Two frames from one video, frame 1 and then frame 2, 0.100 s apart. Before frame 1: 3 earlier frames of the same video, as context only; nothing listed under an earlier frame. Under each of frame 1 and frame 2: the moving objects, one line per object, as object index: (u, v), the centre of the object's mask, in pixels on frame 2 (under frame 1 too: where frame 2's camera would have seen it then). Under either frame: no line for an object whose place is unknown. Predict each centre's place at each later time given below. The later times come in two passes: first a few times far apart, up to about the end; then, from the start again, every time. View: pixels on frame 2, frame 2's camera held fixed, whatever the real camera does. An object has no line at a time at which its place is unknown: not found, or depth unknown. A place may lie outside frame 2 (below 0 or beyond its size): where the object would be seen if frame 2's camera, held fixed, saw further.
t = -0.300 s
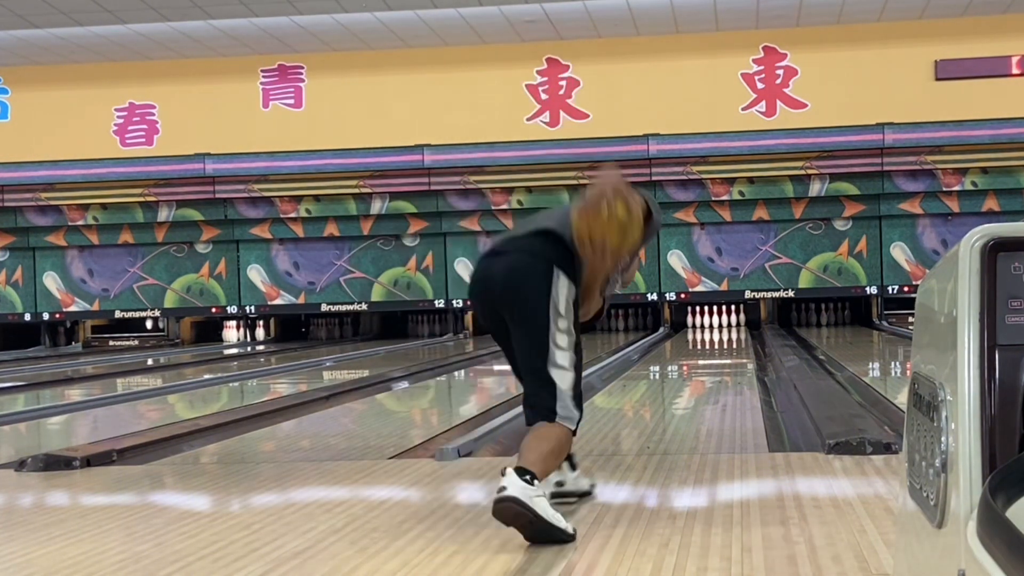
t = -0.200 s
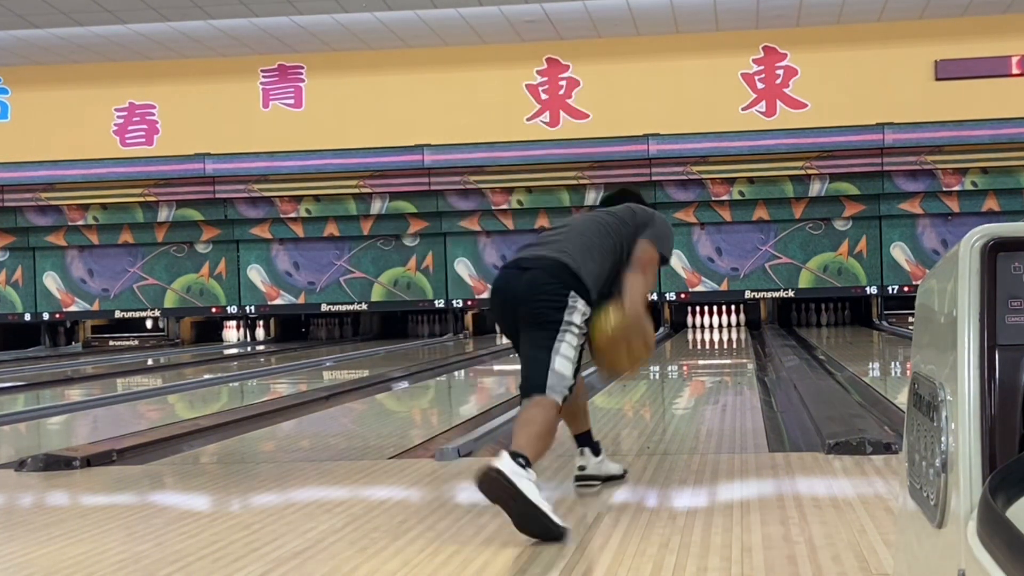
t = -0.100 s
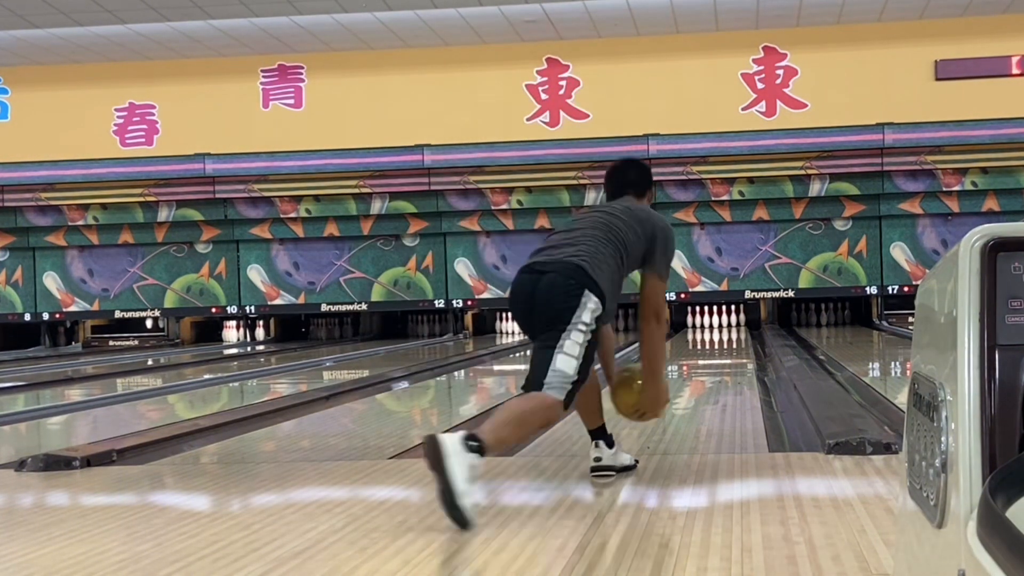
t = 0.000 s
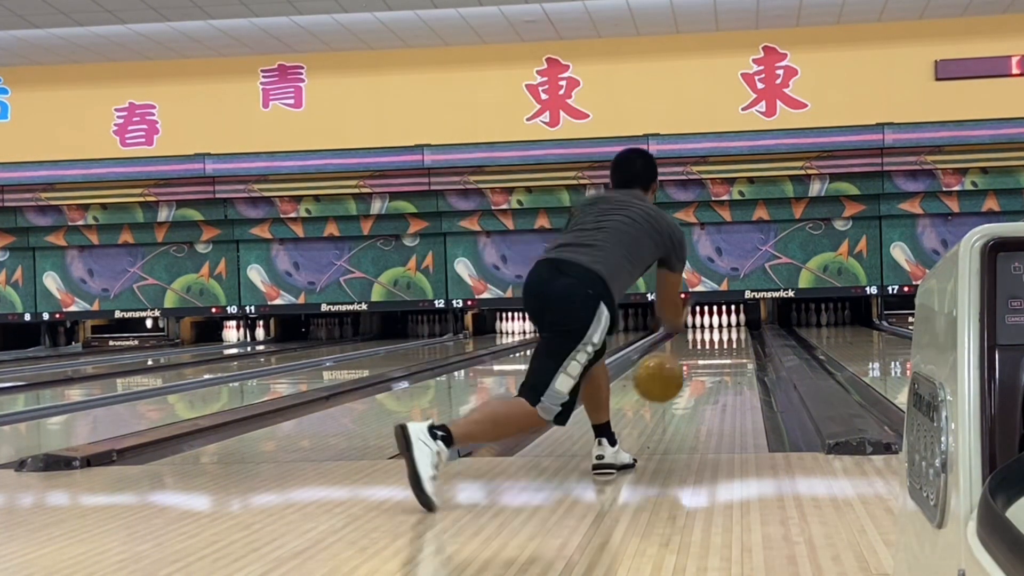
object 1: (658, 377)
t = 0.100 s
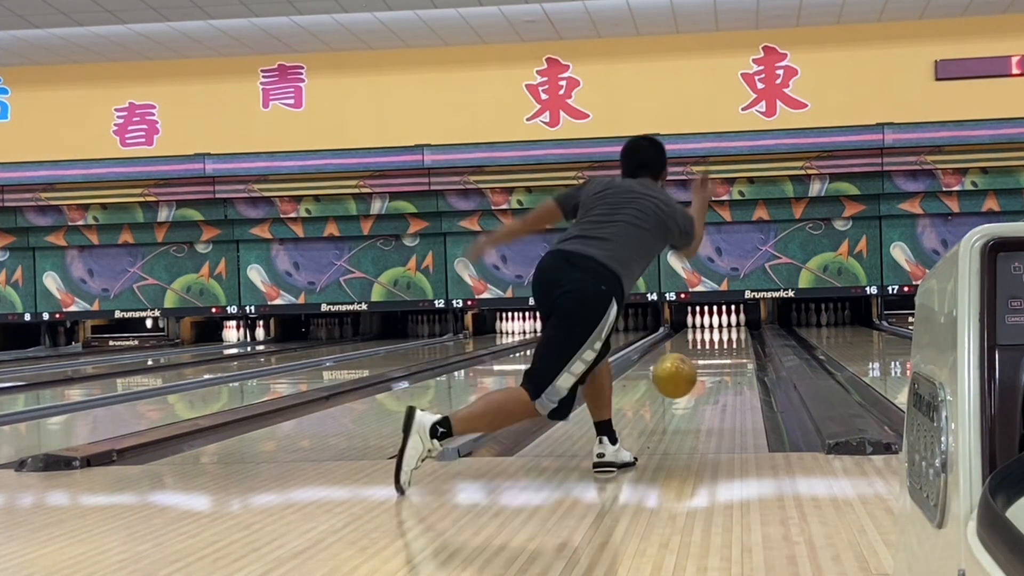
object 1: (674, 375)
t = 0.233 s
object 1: (691, 393)
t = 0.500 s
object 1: (711, 372)
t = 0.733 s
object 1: (721, 359)
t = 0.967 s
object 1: (728, 349)
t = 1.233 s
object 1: (733, 342)
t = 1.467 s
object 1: (735, 337)
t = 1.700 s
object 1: (735, 332)
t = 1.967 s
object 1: (732, 328)
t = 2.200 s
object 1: (728, 325)
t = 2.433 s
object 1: (722, 323)
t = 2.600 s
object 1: (720, 322)
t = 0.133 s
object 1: (679, 380)
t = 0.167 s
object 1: (683, 386)
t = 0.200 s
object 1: (687, 394)
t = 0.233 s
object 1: (691, 393)
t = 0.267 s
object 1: (694, 390)
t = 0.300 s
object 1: (697, 387)
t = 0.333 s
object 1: (700, 384)
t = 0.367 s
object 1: (702, 382)
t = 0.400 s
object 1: (705, 380)
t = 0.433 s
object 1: (707, 376)
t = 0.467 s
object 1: (709, 375)
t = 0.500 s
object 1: (711, 372)
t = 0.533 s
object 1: (713, 369)
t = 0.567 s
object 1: (715, 367)
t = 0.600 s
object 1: (716, 365)
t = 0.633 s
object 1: (717, 364)
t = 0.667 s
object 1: (719, 362)
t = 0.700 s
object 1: (720, 360)
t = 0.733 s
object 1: (721, 359)
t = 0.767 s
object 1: (723, 357)
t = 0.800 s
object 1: (724, 356)
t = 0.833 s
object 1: (725, 354)
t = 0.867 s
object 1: (725, 353)
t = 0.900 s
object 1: (726, 352)
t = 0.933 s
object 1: (726, 350)
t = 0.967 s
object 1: (728, 349)
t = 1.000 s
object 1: (729, 348)
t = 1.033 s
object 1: (730, 347)
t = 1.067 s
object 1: (730, 347)
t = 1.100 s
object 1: (730, 346)
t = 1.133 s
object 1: (731, 345)
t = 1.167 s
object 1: (732, 344)
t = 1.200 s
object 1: (732, 343)
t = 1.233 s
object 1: (733, 342)
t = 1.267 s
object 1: (733, 341)
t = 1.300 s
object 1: (733, 340)
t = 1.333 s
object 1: (734, 339)
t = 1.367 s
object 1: (734, 339)
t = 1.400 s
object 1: (734, 338)
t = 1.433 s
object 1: (734, 337)
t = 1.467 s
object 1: (735, 337)
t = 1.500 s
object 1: (735, 336)
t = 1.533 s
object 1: (735, 335)
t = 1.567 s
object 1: (735, 334)
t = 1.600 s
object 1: (735, 334)
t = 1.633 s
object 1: (735, 333)
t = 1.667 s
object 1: (735, 333)
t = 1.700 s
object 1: (735, 332)
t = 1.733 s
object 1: (735, 331)
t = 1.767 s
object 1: (734, 331)
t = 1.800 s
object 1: (734, 331)
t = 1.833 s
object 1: (734, 330)
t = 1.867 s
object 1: (734, 330)
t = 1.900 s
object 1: (733, 329)
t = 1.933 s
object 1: (733, 329)
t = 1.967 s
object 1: (732, 328)
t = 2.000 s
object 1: (732, 328)
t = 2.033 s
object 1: (731, 327)
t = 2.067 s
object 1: (731, 327)
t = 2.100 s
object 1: (730, 326)
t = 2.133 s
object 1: (729, 326)
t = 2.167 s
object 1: (728, 326)
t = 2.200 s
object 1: (728, 325)
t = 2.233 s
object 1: (727, 325)
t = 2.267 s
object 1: (726, 325)
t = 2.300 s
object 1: (725, 325)
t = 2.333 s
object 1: (725, 325)
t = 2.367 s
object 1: (724, 324)
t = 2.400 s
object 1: (723, 324)
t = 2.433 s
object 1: (722, 323)
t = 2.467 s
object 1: (721, 322)
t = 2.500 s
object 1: (720, 322)
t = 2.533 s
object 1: (720, 322)
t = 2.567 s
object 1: (720, 322)
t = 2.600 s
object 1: (720, 322)
